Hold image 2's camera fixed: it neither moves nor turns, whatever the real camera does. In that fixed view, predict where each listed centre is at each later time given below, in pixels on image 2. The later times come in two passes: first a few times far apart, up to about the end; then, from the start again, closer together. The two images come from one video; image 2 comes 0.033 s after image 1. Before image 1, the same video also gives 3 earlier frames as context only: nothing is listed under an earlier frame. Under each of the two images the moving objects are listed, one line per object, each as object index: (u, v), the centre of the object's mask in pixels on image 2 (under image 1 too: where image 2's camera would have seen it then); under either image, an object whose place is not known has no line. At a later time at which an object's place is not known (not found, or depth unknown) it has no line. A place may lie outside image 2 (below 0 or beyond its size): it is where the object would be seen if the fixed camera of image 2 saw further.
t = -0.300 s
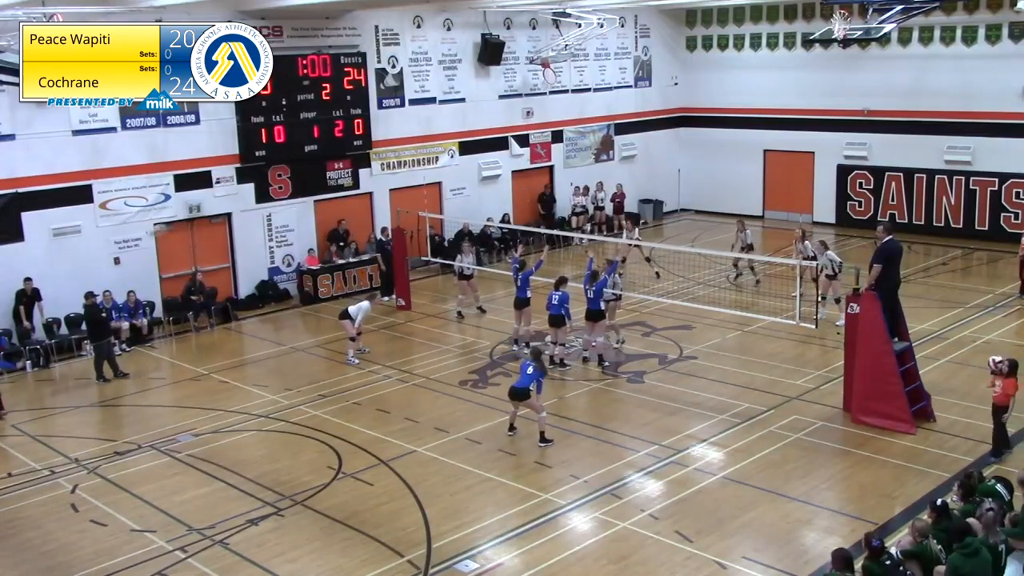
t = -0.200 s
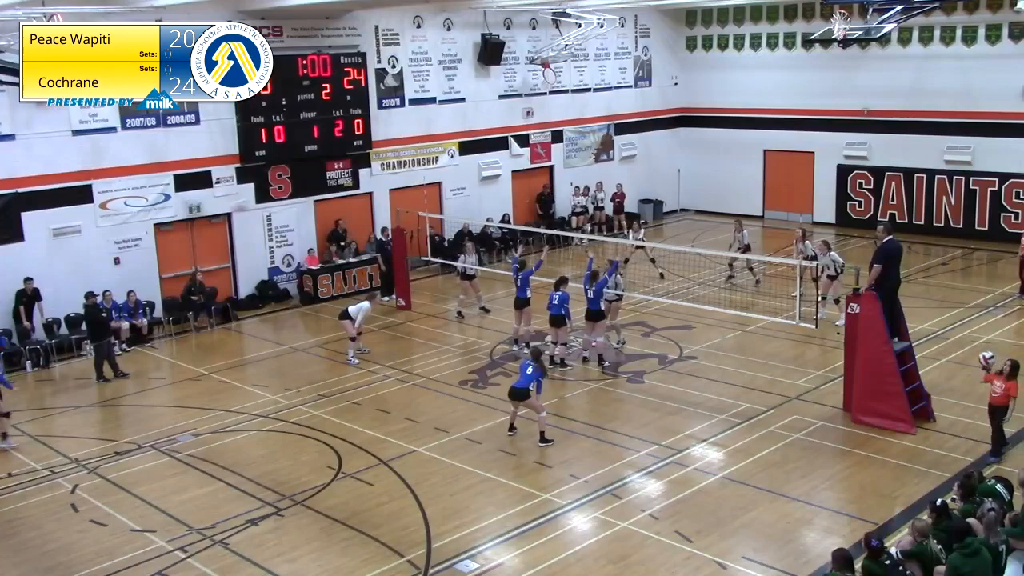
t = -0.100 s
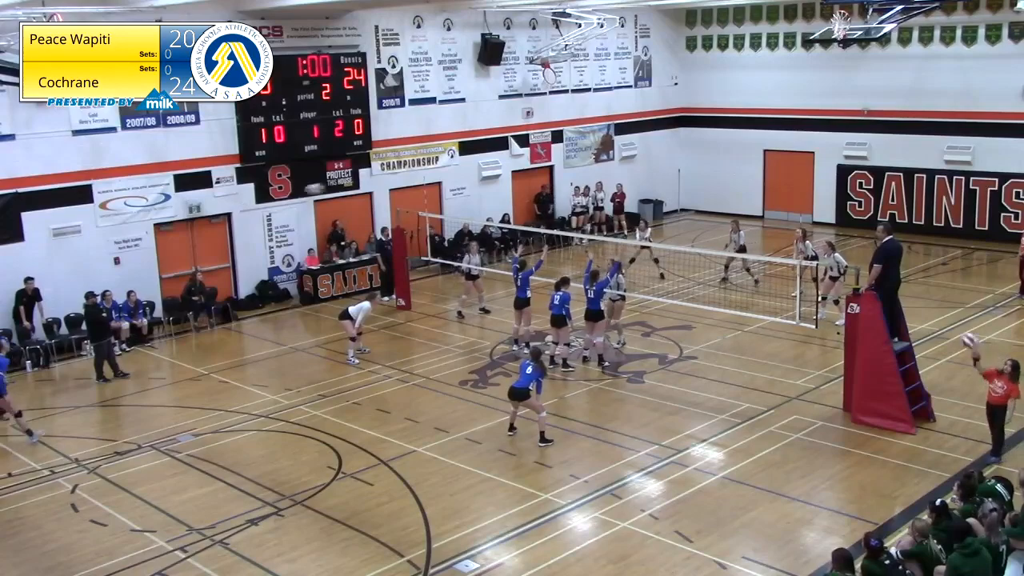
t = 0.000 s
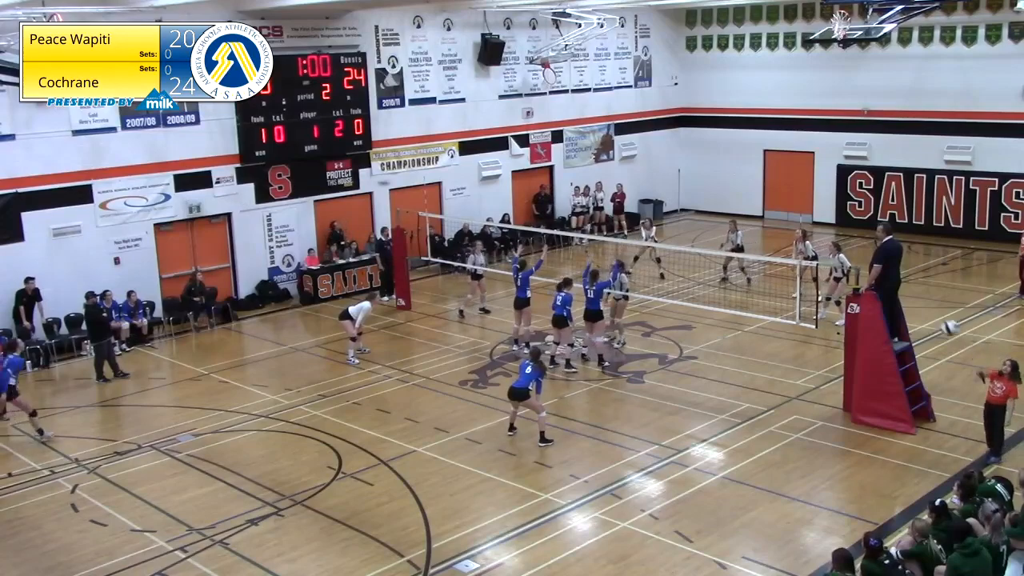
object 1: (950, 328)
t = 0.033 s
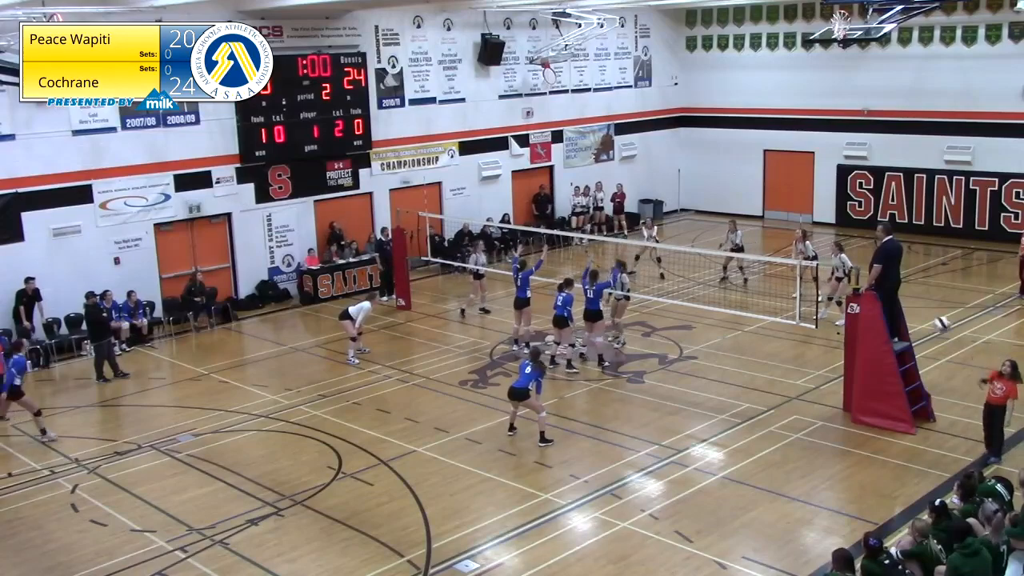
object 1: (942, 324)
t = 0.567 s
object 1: (809, 397)
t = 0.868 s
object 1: (714, 565)
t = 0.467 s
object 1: (835, 364)
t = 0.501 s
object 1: (826, 374)
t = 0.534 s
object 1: (816, 385)
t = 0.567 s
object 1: (809, 397)
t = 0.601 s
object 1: (797, 409)
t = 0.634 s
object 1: (787, 425)
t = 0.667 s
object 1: (777, 442)
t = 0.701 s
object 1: (767, 459)
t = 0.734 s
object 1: (756, 477)
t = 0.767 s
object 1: (745, 495)
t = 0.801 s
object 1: (736, 518)
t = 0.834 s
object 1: (726, 539)
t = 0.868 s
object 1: (714, 565)
